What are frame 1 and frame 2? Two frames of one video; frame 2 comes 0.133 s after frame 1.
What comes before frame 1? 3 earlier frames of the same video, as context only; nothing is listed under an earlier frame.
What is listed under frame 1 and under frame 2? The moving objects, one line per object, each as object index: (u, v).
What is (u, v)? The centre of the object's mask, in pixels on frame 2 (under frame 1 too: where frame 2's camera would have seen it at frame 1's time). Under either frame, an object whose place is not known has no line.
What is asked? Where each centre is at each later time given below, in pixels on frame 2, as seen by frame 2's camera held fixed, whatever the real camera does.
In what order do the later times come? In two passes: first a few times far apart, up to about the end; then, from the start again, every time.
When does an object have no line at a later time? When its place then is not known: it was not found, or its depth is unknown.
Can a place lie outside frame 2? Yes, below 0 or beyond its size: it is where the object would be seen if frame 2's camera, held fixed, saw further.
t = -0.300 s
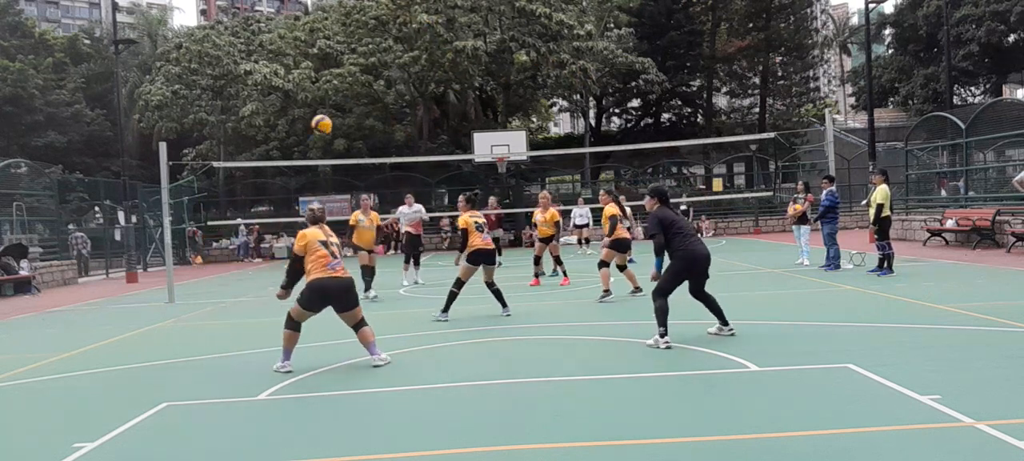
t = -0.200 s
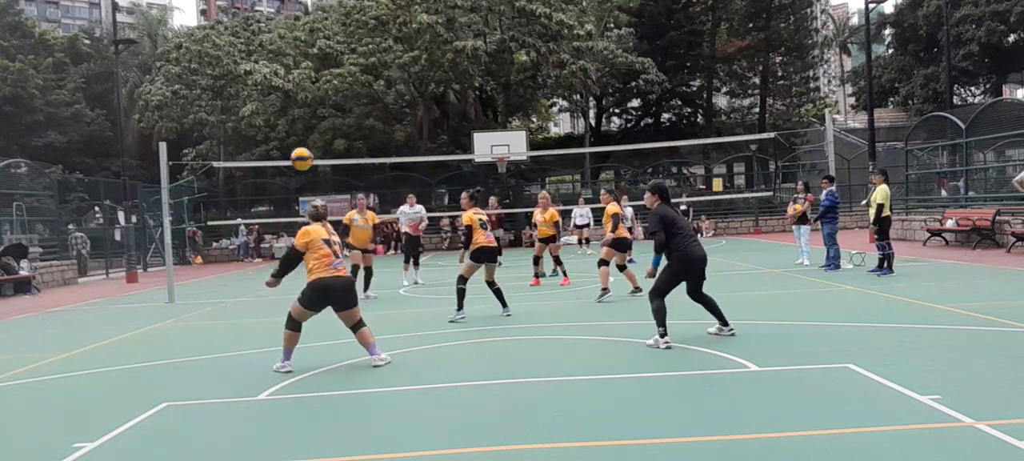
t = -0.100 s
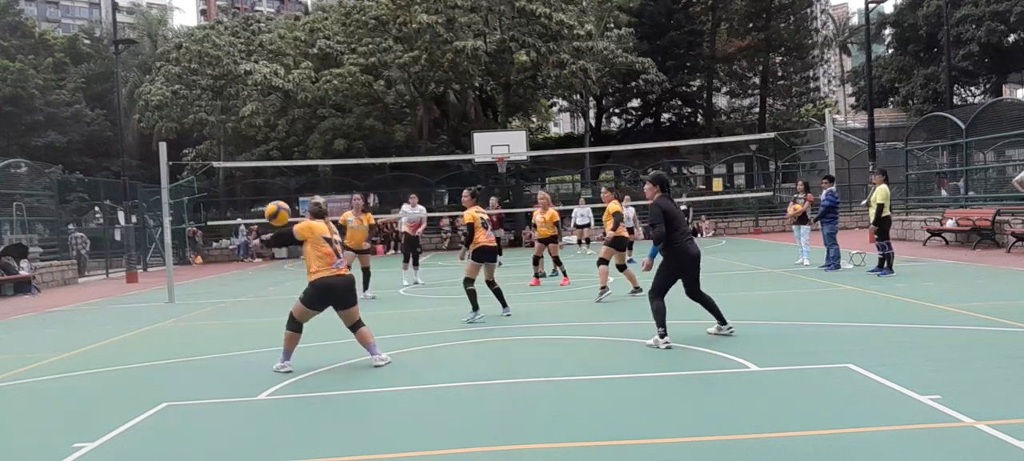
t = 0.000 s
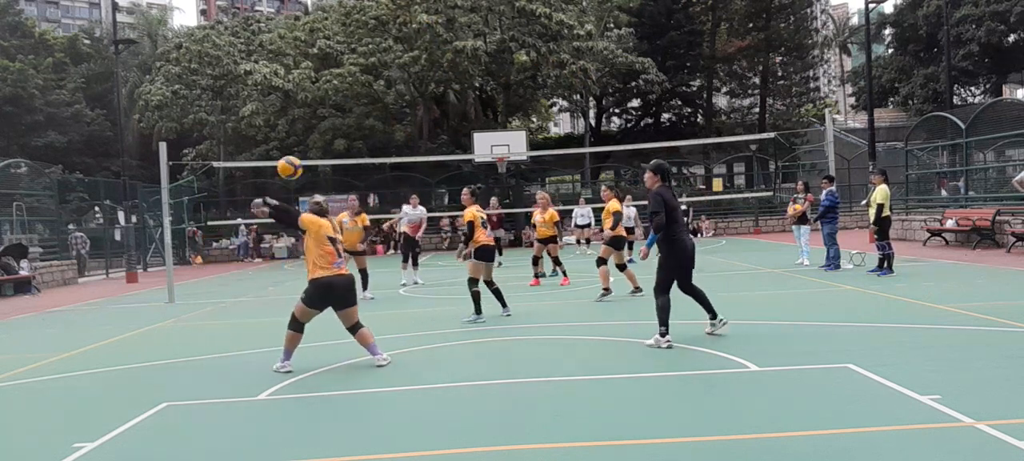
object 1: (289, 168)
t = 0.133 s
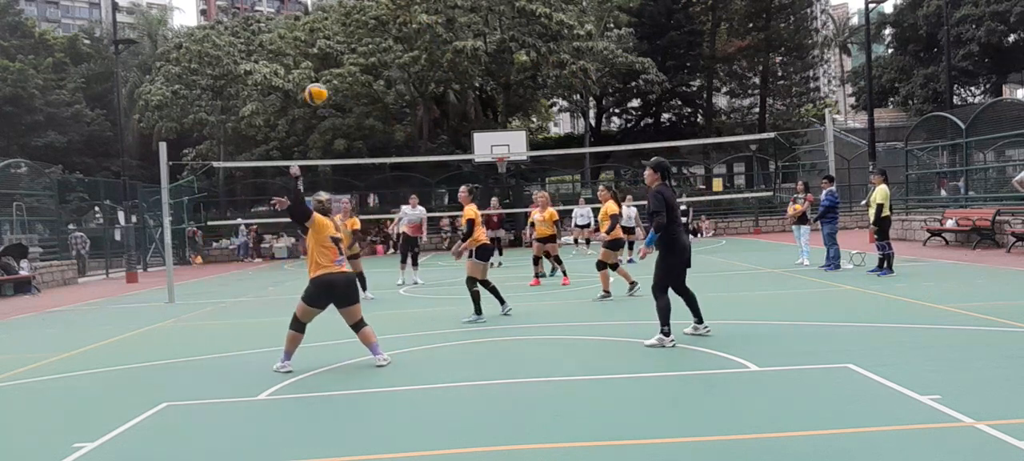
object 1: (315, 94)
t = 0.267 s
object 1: (342, 47)
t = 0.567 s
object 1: (394, 13)
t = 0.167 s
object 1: (322, 80)
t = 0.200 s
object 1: (329, 67)
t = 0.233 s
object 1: (336, 57)
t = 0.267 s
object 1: (342, 47)
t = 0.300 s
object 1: (348, 39)
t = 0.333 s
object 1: (354, 32)
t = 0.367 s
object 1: (360, 26)
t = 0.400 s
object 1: (366, 21)
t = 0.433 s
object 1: (372, 17)
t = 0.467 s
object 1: (378, 15)
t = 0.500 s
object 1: (383, 14)
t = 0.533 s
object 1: (389, 13)
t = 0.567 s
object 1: (394, 13)
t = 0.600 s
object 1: (400, 15)
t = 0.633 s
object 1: (405, 17)
